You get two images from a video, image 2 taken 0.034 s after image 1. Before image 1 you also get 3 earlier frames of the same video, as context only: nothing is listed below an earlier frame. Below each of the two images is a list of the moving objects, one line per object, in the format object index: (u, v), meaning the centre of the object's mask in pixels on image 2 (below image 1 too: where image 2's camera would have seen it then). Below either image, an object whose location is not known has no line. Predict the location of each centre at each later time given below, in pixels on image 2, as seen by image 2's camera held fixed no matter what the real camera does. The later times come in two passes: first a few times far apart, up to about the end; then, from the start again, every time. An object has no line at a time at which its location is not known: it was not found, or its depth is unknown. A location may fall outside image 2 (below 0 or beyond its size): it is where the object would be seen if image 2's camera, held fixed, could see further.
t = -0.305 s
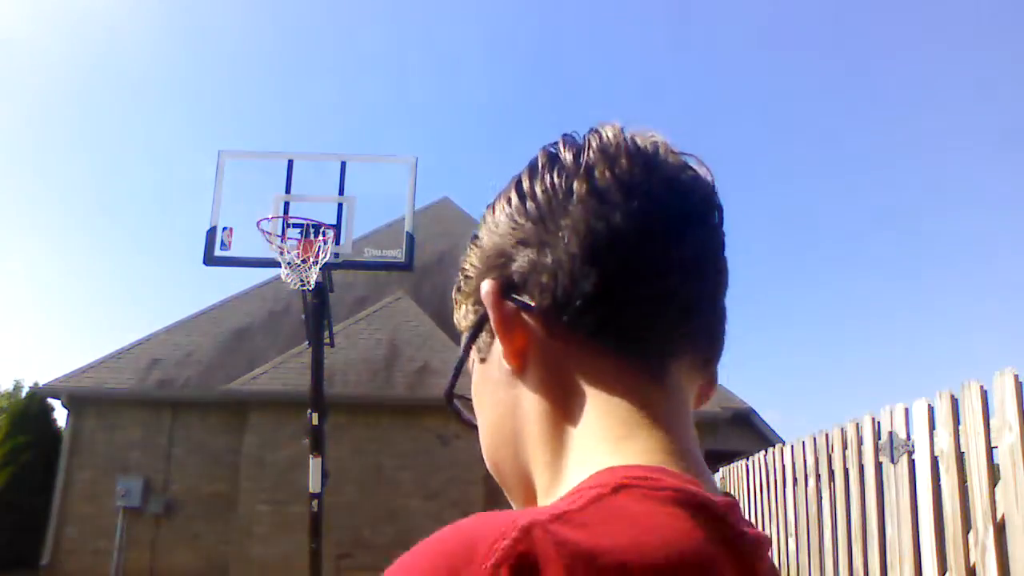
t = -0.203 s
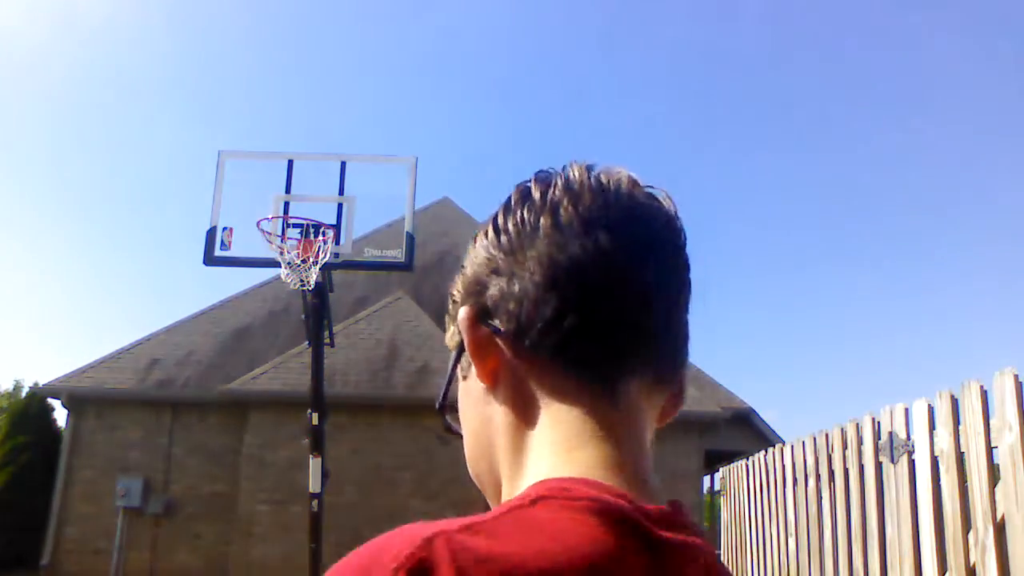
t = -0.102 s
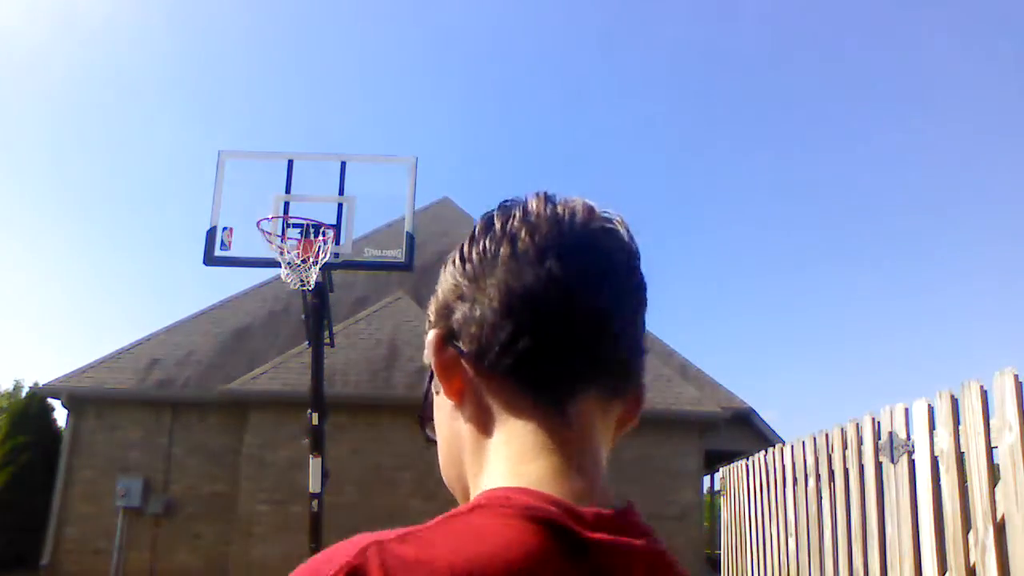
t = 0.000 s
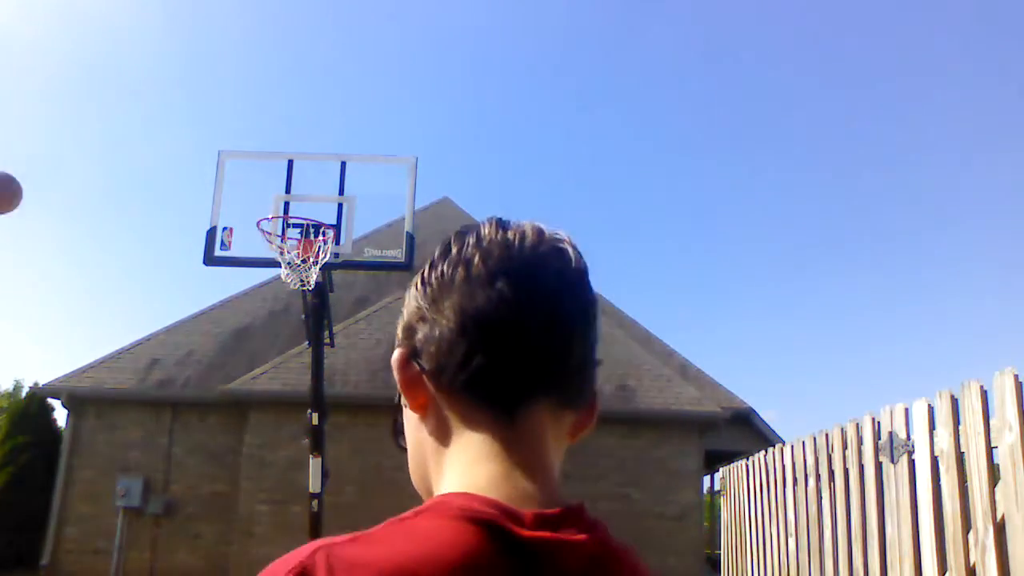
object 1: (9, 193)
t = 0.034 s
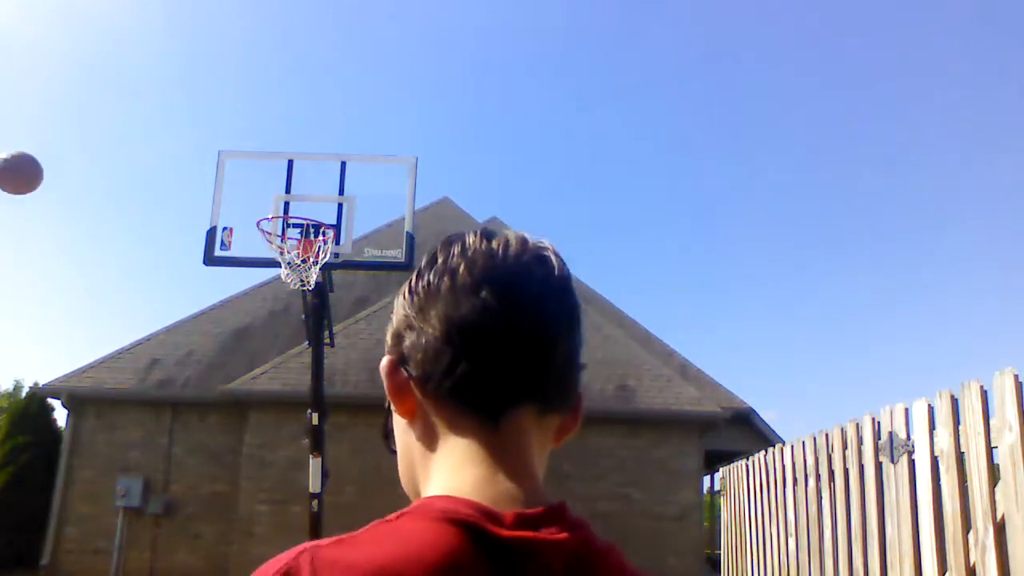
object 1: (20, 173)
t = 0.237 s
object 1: (124, 105)
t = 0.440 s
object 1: (205, 104)
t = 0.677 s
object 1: (280, 177)
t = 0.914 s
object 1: (318, 185)
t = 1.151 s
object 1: (338, 180)
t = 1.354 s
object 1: (351, 259)
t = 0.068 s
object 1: (36, 155)
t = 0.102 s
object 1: (56, 141)
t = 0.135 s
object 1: (74, 129)
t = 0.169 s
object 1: (92, 119)
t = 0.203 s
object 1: (109, 111)
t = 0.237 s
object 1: (124, 105)
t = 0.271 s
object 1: (139, 100)
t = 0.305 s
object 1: (153, 98)
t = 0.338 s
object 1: (167, 97)
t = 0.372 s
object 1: (180, 98)
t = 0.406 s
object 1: (192, 100)
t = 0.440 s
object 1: (205, 104)
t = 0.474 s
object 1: (216, 110)
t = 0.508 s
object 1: (228, 117)
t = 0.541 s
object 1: (239, 126)
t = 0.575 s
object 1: (250, 136)
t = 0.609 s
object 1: (260, 148)
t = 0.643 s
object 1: (270, 162)
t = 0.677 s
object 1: (280, 177)
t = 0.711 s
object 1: (289, 193)
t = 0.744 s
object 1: (298, 210)
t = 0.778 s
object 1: (305, 221)
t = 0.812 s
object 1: (308, 210)
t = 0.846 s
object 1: (312, 200)
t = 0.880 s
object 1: (314, 192)
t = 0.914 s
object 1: (318, 185)
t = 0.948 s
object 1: (321, 179)
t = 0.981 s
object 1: (323, 175)
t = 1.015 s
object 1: (327, 172)
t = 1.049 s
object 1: (330, 172)
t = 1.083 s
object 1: (333, 173)
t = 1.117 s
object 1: (335, 175)
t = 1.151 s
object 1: (338, 180)
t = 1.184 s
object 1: (340, 187)
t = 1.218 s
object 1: (342, 196)
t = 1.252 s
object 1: (345, 208)
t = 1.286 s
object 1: (347, 222)
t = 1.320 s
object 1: (349, 239)
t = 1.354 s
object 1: (351, 259)
